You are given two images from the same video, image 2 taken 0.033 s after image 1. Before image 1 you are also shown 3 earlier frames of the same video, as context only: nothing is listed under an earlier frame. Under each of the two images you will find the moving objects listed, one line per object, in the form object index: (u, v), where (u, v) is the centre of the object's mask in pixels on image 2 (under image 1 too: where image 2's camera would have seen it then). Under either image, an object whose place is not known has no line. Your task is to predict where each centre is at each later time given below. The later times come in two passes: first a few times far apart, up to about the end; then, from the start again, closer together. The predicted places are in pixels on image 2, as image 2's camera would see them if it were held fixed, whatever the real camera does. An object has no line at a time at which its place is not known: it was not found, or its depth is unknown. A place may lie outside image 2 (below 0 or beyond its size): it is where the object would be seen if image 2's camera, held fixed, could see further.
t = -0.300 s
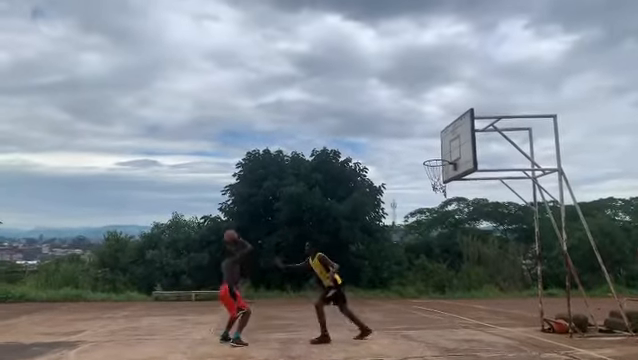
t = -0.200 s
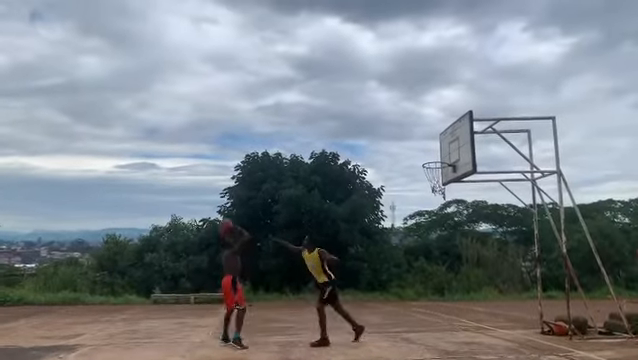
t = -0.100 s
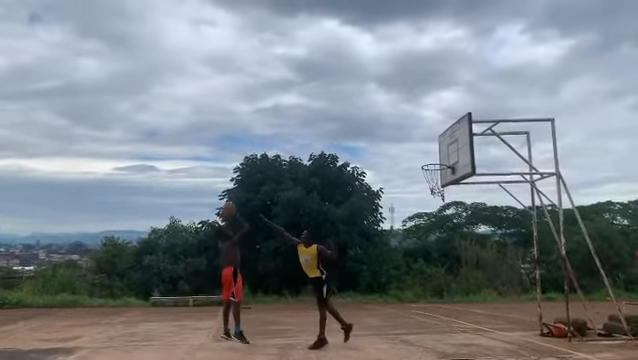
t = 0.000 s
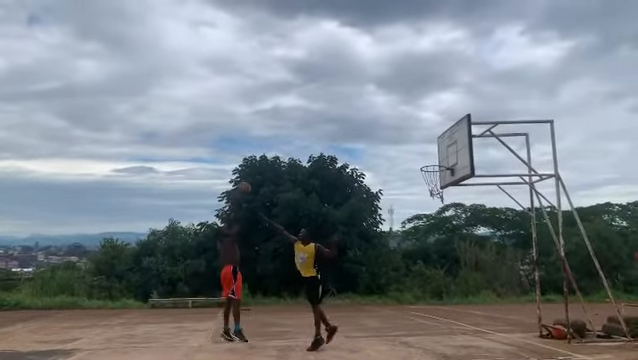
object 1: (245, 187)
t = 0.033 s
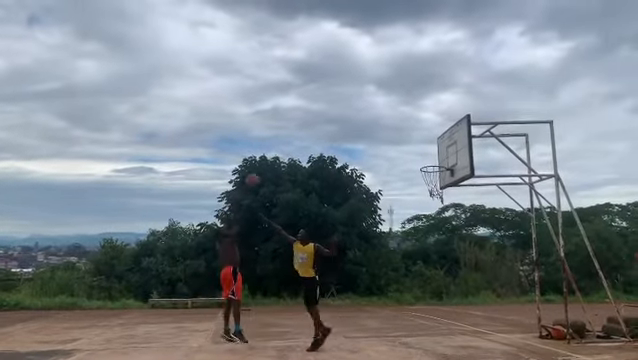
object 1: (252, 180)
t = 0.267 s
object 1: (313, 139)
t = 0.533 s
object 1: (378, 130)
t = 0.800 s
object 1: (443, 157)
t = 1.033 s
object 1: (406, 199)
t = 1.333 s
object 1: (354, 296)
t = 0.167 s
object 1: (287, 153)
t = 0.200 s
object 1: (295, 148)
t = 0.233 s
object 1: (304, 143)
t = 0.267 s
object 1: (313, 139)
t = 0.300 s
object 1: (321, 136)
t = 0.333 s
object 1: (329, 134)
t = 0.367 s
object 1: (337, 131)
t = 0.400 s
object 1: (345, 130)
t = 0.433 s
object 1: (353, 129)
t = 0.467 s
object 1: (362, 129)
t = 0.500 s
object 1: (370, 129)
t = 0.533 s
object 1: (378, 130)
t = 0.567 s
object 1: (386, 131)
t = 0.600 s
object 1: (394, 133)
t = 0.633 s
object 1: (402, 136)
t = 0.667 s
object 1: (410, 139)
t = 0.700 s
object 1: (418, 142)
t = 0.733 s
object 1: (426, 147)
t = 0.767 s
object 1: (434, 151)
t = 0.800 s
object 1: (443, 157)
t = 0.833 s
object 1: (443, 162)
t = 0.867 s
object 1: (437, 167)
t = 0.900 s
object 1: (431, 172)
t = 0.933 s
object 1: (424, 178)
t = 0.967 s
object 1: (418, 184)
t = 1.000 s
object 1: (412, 191)
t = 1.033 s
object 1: (406, 199)
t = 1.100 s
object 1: (394, 216)
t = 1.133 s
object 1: (389, 225)
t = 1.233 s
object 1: (371, 258)
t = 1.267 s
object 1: (365, 270)
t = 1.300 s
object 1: (360, 283)
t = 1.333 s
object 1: (354, 296)
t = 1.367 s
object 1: (348, 314)
